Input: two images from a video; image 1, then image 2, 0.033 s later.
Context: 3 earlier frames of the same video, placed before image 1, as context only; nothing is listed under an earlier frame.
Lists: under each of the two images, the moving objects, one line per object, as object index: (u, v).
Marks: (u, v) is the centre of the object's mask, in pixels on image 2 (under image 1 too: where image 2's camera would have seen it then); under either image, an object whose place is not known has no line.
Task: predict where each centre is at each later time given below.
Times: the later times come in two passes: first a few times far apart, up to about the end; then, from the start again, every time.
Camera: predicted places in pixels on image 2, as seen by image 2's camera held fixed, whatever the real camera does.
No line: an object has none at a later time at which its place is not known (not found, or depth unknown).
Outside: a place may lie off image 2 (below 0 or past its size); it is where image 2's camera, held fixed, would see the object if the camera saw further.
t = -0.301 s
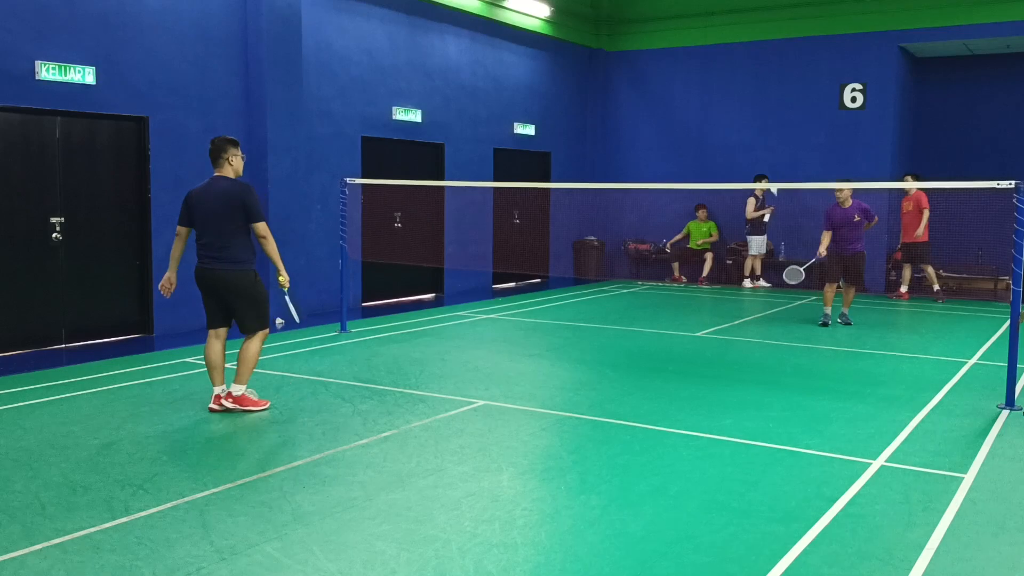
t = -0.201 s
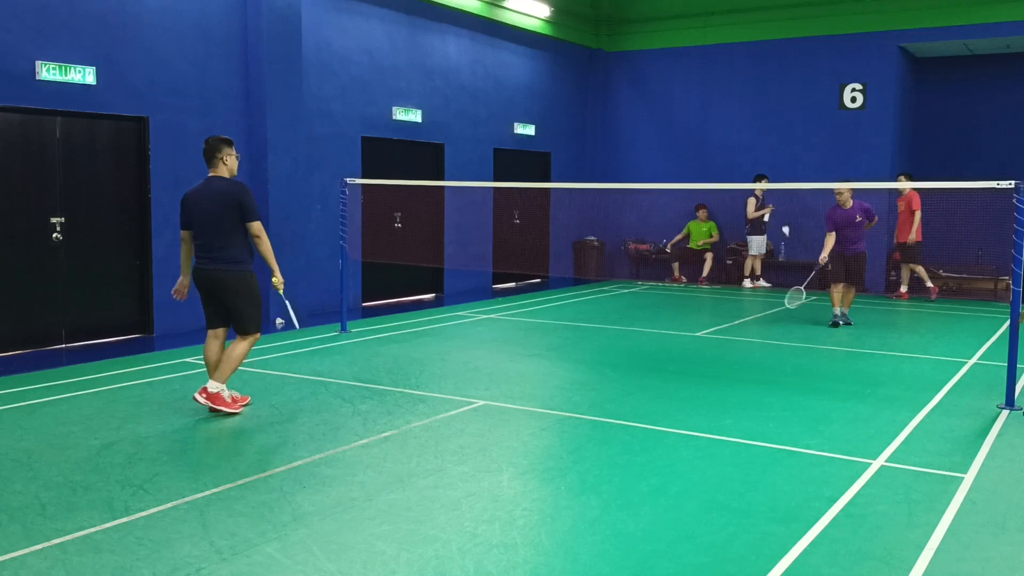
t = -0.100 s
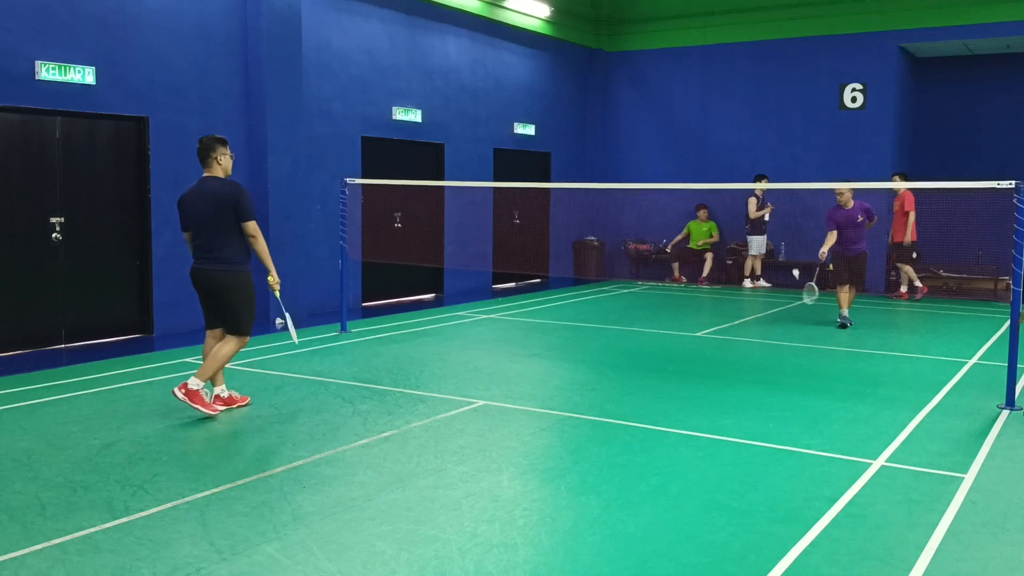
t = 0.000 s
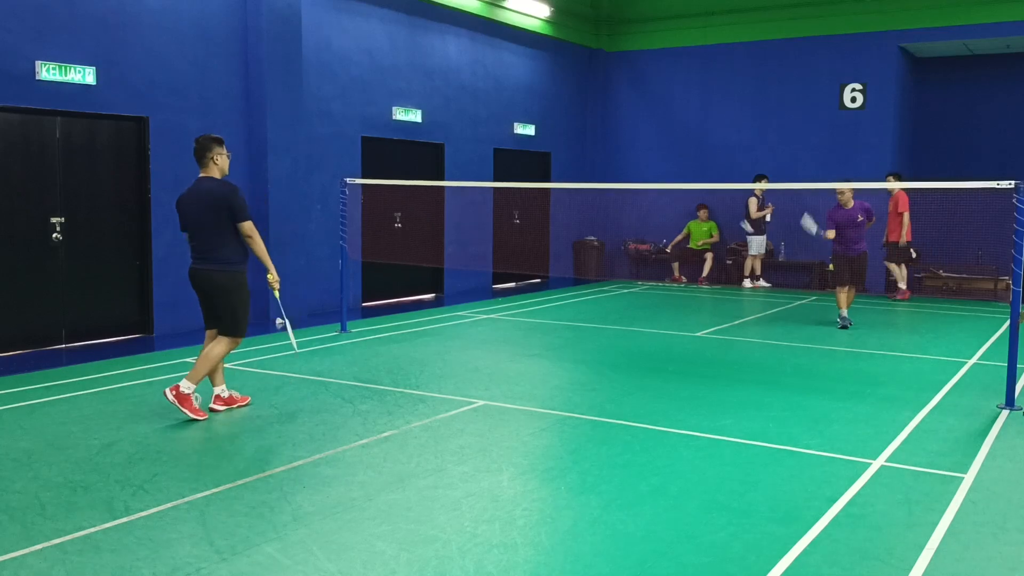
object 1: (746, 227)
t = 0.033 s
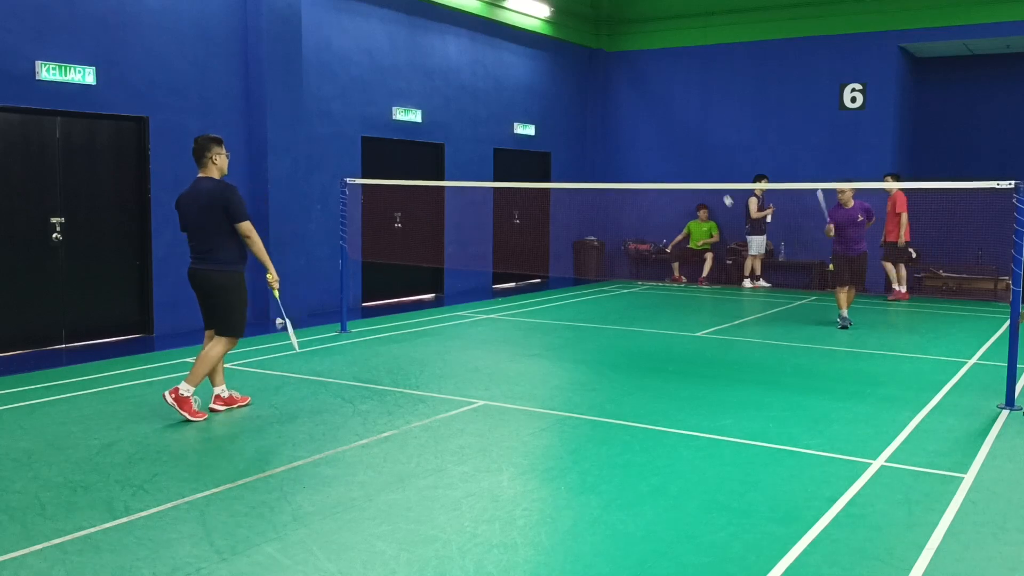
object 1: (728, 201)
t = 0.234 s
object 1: (637, 96)
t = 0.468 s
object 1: (537, 38)
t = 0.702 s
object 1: (438, 50)
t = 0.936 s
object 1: (342, 140)
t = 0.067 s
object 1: (715, 178)
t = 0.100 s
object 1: (699, 159)
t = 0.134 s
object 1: (683, 142)
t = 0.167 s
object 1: (667, 125)
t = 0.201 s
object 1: (652, 110)
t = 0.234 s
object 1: (637, 96)
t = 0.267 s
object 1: (622, 84)
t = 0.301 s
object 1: (608, 73)
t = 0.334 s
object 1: (594, 63)
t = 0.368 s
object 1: (579, 54)
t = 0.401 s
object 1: (565, 48)
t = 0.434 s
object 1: (551, 42)
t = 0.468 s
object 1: (537, 38)
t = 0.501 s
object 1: (523, 35)
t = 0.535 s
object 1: (509, 34)
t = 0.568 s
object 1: (495, 34)
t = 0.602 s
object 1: (480, 35)
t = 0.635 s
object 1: (466, 38)
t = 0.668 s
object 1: (452, 43)
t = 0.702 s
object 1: (438, 50)
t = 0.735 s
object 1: (424, 58)
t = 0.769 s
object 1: (410, 68)
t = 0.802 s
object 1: (396, 79)
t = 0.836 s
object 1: (382, 92)
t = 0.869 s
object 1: (369, 107)
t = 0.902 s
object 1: (355, 122)
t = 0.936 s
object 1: (342, 140)
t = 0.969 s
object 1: (330, 159)
